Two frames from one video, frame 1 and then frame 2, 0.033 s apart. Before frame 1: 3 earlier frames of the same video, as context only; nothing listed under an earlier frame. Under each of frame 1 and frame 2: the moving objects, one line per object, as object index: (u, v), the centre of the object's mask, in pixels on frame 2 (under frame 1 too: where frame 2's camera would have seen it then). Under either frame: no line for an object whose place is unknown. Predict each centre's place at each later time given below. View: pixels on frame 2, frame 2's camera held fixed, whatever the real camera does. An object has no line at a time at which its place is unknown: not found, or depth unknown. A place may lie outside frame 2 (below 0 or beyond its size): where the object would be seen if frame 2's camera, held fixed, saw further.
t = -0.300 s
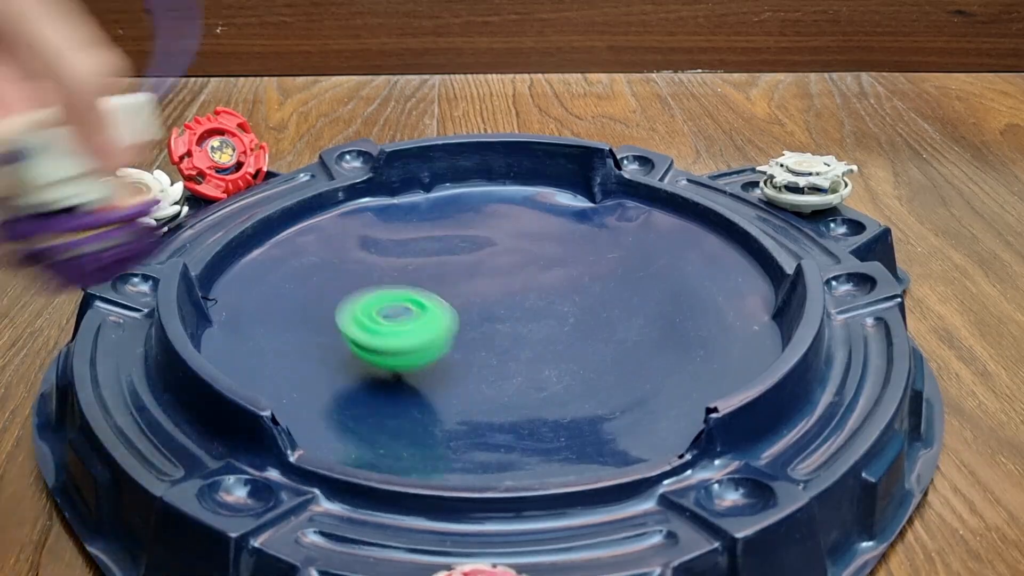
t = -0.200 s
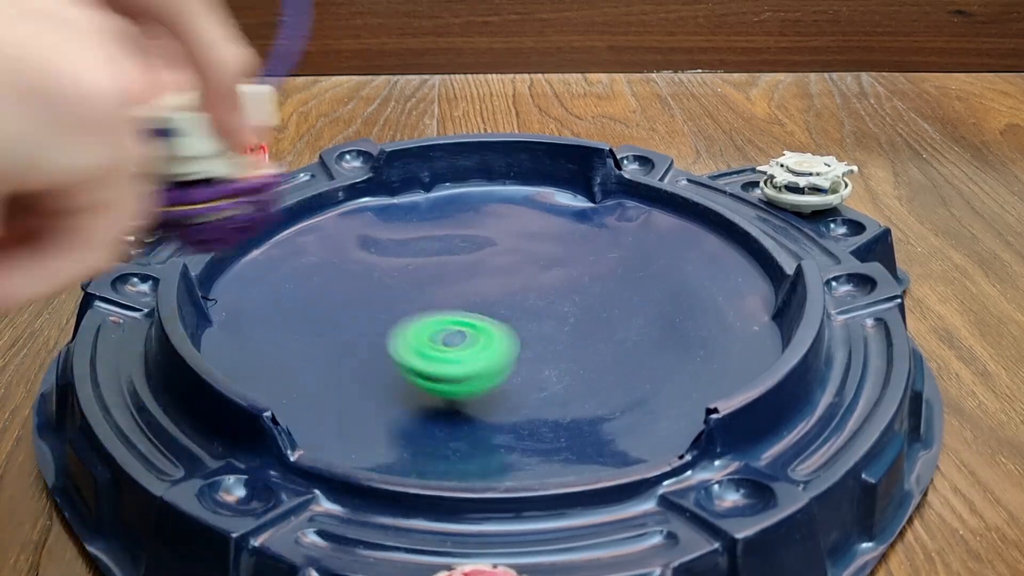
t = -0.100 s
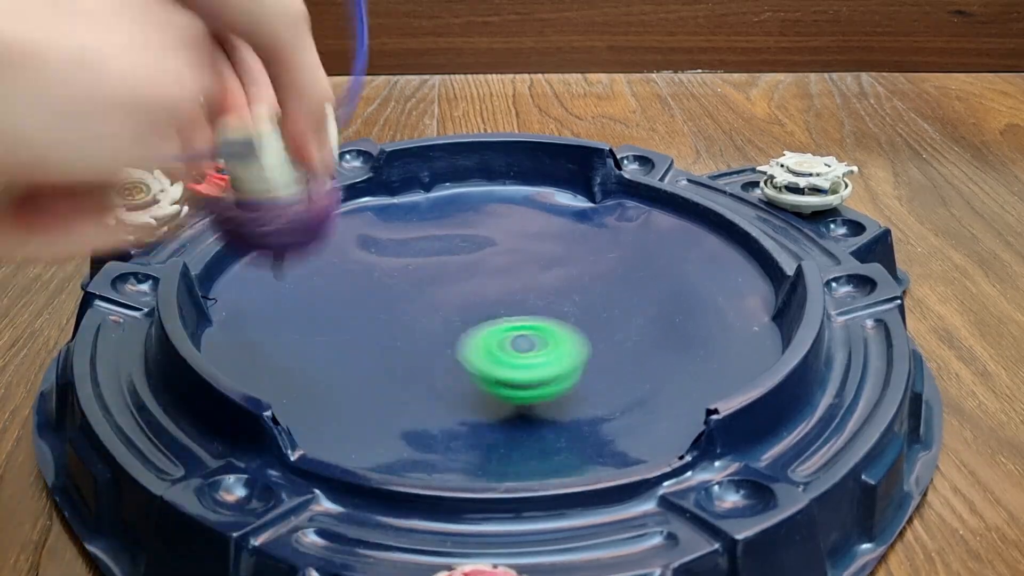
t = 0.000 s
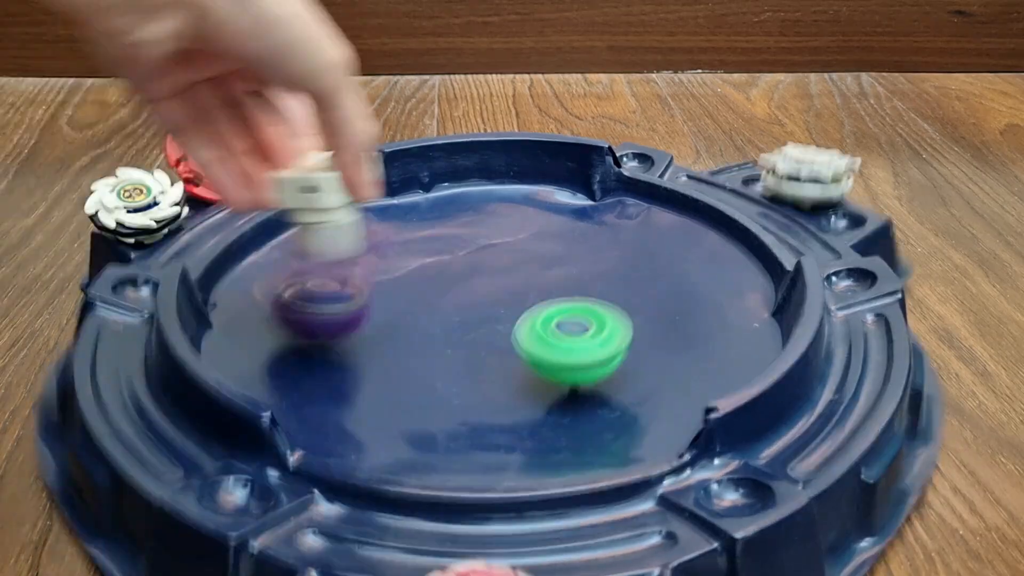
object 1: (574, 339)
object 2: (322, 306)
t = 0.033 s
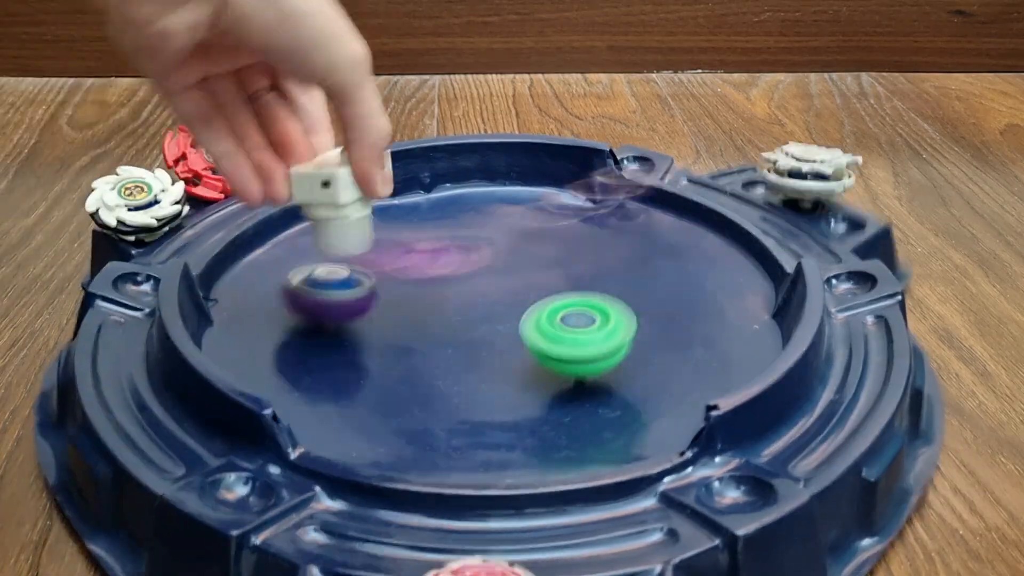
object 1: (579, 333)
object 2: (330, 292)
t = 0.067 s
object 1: (583, 323)
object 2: (334, 280)
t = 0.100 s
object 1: (586, 313)
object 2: (338, 269)
